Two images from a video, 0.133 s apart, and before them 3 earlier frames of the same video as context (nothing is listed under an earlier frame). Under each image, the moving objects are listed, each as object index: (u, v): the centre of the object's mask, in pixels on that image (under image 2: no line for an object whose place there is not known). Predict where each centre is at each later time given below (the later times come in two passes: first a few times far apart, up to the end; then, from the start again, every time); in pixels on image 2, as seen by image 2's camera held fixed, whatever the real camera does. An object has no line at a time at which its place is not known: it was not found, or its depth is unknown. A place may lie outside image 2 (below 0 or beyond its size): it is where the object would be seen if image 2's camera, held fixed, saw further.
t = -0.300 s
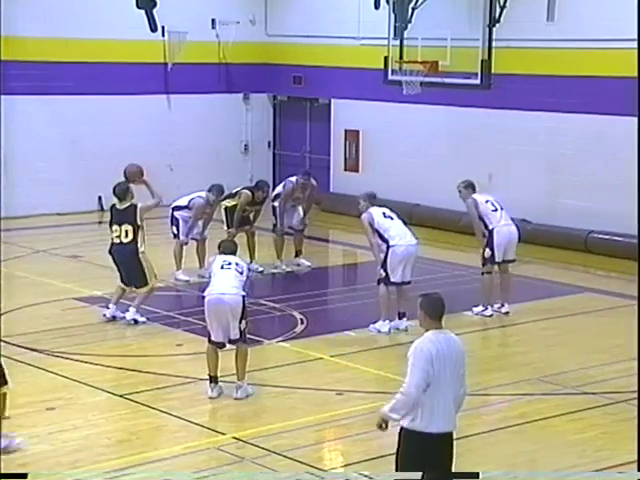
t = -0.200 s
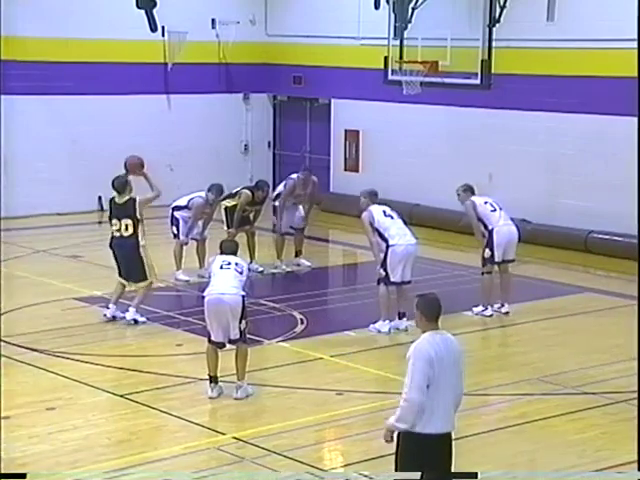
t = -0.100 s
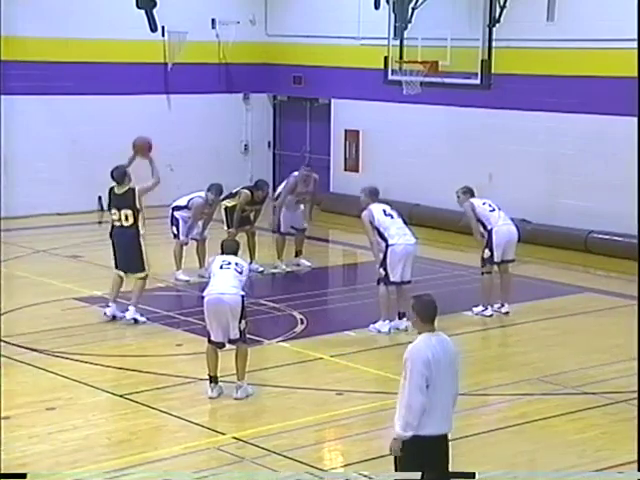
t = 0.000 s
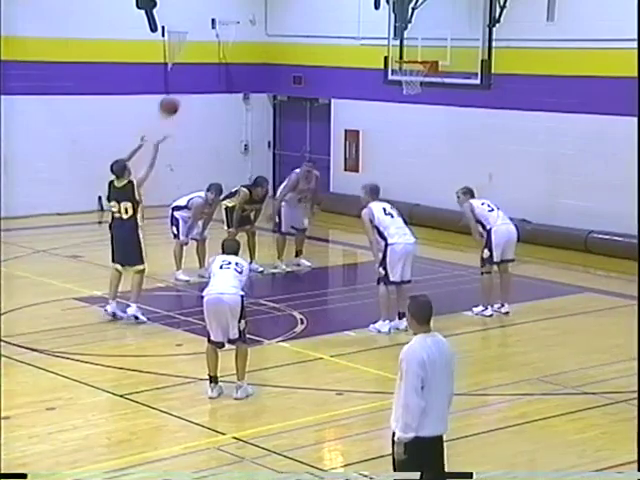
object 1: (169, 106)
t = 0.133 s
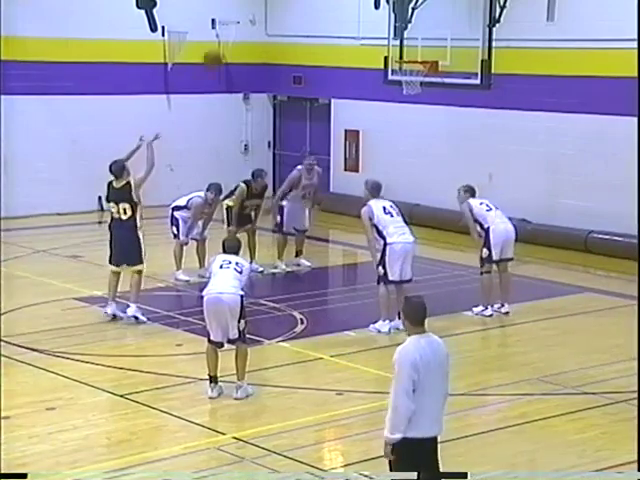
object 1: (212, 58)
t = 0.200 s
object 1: (233, 42)
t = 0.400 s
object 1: (294, 13)
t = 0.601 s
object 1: (350, 16)
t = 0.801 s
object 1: (403, 49)
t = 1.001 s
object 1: (430, 39)
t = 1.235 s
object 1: (426, 44)
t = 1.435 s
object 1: (420, 51)
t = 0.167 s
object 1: (222, 51)
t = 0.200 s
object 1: (233, 42)
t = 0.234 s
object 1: (244, 35)
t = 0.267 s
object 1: (254, 28)
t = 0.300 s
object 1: (264, 23)
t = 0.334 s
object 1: (274, 20)
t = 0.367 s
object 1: (284, 16)
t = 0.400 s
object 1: (294, 13)
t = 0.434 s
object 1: (304, 11)
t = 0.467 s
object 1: (313, 10)
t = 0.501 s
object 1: (322, 10)
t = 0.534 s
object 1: (332, 11)
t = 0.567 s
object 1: (341, 13)
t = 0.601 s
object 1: (350, 16)
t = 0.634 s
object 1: (359, 19)
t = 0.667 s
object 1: (368, 23)
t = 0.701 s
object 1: (377, 29)
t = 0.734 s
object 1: (385, 34)
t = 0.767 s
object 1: (393, 41)
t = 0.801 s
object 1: (403, 49)
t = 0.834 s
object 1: (410, 52)
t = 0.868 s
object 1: (414, 48)
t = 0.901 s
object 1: (417, 45)
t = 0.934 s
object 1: (422, 42)
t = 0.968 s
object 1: (426, 40)
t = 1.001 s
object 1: (430, 39)
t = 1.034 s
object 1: (434, 40)
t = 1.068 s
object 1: (438, 40)
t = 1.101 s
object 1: (436, 40)
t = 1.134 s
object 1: (433, 39)
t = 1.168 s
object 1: (431, 40)
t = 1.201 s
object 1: (428, 42)
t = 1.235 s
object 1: (426, 44)
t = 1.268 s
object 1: (423, 48)
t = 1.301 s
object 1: (421, 52)
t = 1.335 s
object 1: (420, 51)
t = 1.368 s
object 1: (420, 50)
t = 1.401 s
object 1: (420, 50)
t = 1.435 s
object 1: (420, 51)
